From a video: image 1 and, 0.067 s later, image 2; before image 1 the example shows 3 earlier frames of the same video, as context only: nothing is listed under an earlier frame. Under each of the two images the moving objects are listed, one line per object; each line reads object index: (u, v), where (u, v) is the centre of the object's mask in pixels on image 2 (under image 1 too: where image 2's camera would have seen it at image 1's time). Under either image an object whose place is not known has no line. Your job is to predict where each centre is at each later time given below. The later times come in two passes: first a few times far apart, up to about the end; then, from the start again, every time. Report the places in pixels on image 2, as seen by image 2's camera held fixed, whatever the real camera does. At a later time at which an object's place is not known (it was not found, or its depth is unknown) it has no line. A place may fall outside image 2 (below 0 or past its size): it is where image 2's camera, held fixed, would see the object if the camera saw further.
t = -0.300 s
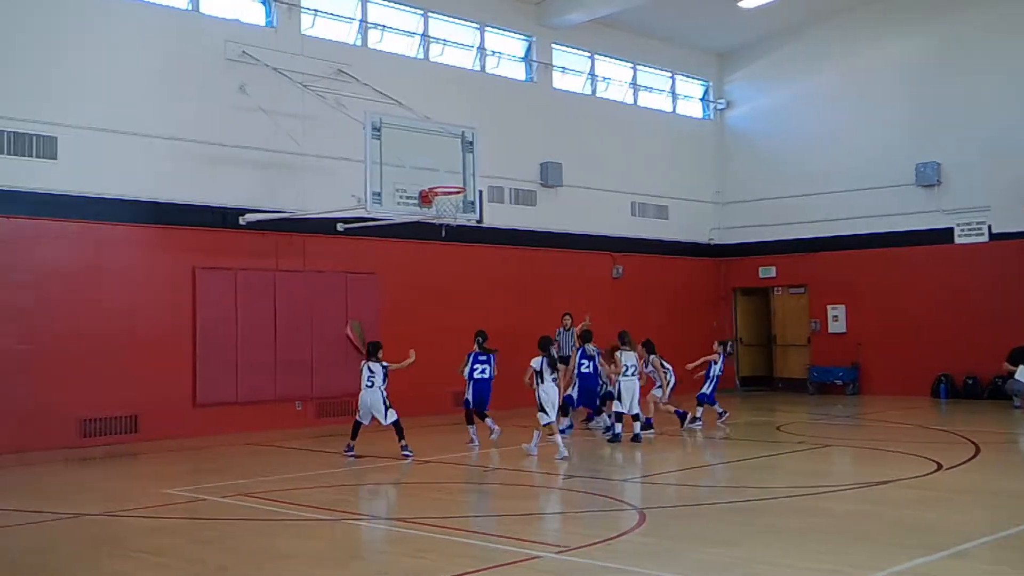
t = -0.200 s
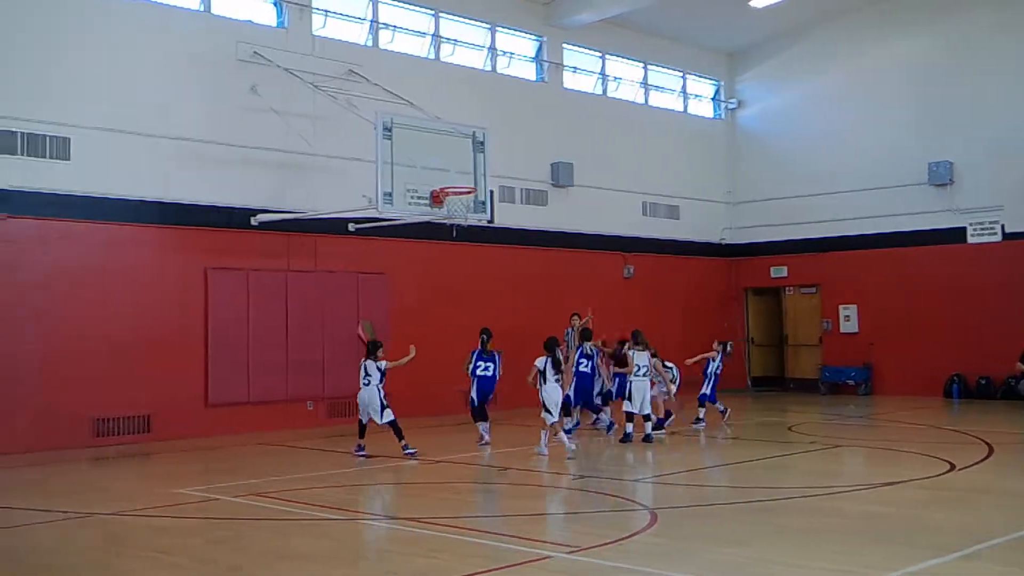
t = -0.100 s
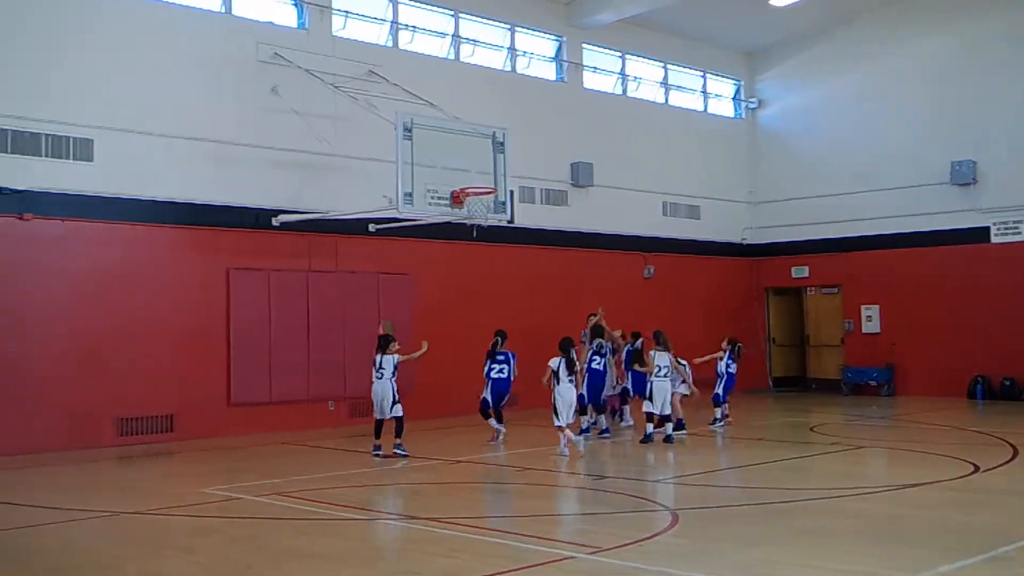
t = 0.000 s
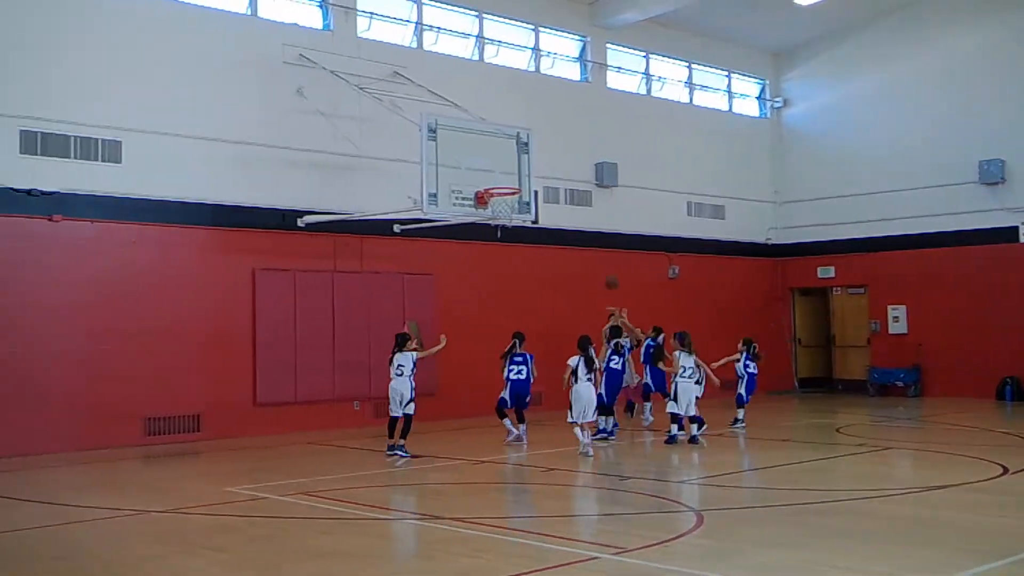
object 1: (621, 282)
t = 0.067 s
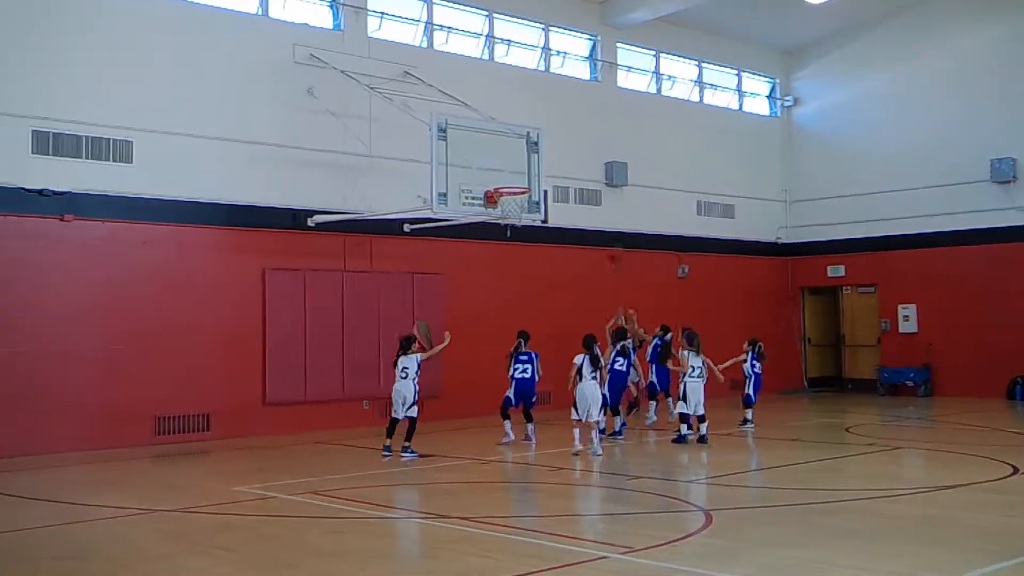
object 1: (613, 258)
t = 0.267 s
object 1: (595, 192)
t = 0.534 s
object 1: (569, 152)
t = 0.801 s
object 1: (543, 163)
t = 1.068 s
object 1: (546, 171)
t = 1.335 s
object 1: (567, 200)
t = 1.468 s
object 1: (579, 236)
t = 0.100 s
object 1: (612, 242)
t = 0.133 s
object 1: (609, 230)
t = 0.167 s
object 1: (605, 220)
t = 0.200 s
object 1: (601, 210)
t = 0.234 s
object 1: (598, 200)
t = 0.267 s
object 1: (595, 192)
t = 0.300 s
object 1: (591, 184)
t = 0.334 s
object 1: (588, 178)
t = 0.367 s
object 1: (585, 171)
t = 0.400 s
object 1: (582, 165)
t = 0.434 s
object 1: (579, 161)
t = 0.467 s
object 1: (576, 157)
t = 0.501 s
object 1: (572, 154)
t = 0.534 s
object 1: (569, 152)
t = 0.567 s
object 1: (565, 150)
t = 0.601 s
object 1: (562, 149)
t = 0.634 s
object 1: (559, 150)
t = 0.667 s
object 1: (556, 151)
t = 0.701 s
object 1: (552, 153)
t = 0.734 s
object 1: (549, 155)
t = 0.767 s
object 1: (546, 159)
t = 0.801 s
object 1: (543, 163)
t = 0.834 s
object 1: (539, 169)
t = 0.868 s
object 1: (536, 175)
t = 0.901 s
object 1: (534, 181)
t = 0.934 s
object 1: (536, 177)
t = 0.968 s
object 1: (538, 174)
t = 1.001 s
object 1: (541, 172)
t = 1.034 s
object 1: (544, 171)
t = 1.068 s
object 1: (546, 171)
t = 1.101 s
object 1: (549, 171)
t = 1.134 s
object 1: (551, 173)
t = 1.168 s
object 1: (554, 175)
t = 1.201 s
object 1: (557, 178)
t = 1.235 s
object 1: (559, 182)
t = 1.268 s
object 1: (562, 187)
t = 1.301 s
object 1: (564, 193)
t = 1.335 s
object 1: (567, 200)
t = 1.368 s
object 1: (570, 207)
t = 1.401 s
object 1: (572, 216)
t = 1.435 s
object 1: (575, 225)
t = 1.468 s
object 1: (579, 236)
